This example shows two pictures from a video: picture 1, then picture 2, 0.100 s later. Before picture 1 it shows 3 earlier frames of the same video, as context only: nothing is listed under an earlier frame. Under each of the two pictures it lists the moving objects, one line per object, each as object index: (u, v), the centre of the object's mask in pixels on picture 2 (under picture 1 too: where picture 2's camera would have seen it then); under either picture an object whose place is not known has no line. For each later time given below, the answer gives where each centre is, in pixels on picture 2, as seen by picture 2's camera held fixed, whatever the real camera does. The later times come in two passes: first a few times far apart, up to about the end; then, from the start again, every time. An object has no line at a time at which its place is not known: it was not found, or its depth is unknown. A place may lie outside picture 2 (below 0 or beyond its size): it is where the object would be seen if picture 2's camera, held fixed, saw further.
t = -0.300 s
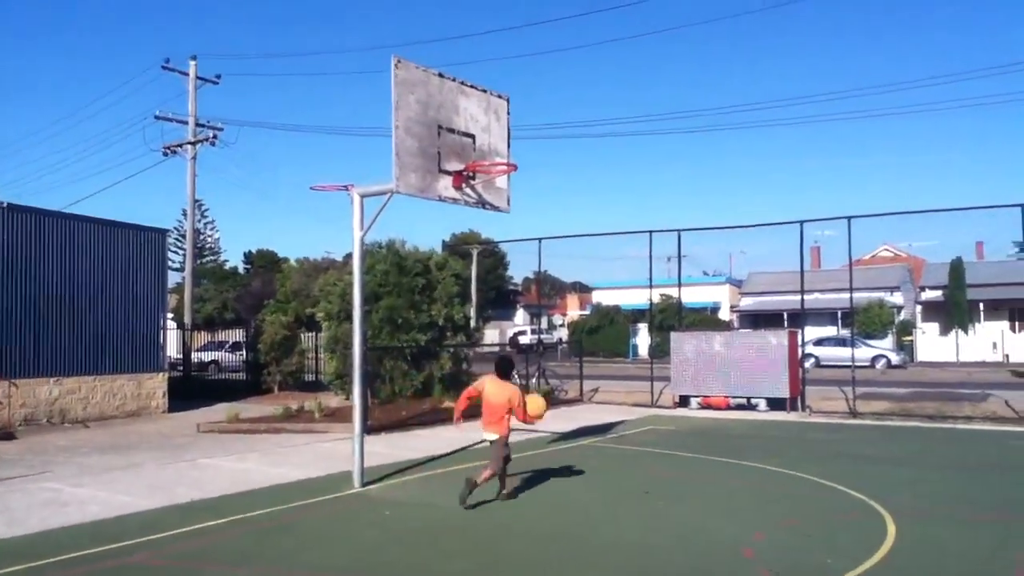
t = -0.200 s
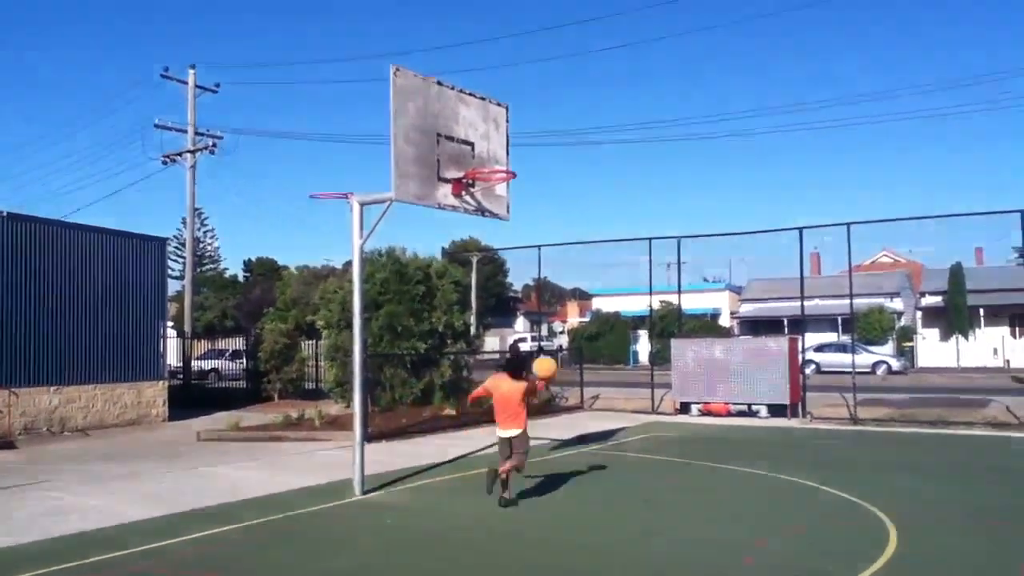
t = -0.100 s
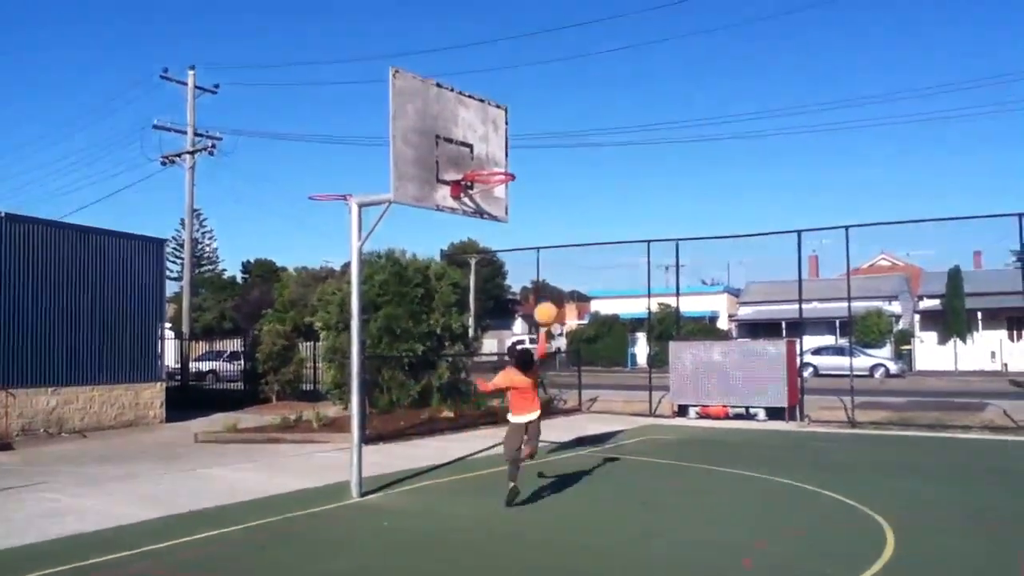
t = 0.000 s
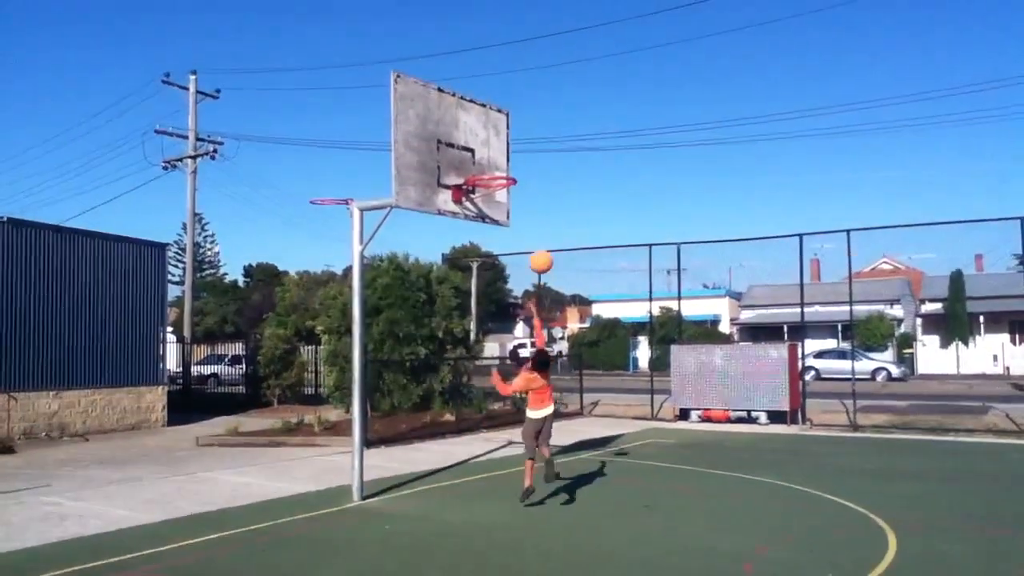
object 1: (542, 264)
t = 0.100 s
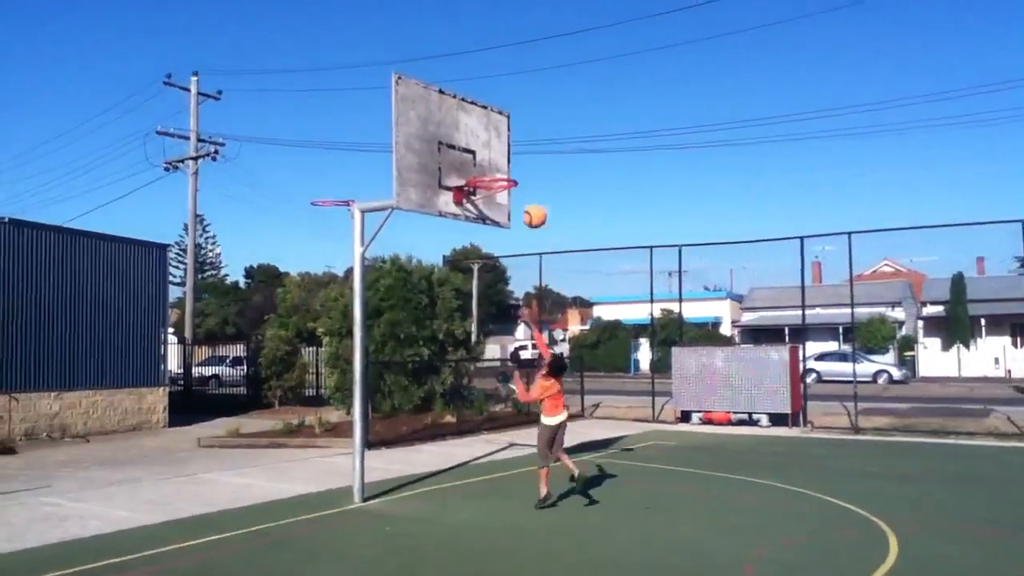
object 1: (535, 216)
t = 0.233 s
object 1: (524, 167)
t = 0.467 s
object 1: (508, 123)
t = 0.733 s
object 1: (491, 137)
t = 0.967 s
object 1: (490, 167)
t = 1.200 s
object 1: (538, 175)
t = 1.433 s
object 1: (586, 241)
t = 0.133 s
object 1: (532, 203)
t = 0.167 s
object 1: (529, 190)
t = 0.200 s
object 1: (527, 178)
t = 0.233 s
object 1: (524, 167)
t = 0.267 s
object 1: (522, 158)
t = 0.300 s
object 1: (520, 150)
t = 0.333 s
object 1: (518, 142)
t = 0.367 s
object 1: (516, 137)
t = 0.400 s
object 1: (514, 131)
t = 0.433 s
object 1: (510, 127)
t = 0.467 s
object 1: (508, 123)
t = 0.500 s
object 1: (506, 122)
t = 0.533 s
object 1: (504, 121)
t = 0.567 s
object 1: (502, 121)
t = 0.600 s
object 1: (499, 121)
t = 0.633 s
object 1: (497, 123)
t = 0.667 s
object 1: (495, 127)
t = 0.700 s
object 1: (493, 131)
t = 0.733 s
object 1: (491, 137)
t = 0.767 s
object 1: (489, 143)
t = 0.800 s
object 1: (485, 150)
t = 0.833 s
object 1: (483, 161)
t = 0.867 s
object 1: (482, 170)
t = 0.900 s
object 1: (479, 175)
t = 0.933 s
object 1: (484, 170)
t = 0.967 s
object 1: (490, 167)
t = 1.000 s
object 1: (496, 165)
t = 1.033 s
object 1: (503, 165)
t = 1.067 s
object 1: (509, 164)
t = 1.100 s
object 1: (516, 165)
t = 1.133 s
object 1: (524, 166)
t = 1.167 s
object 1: (530, 170)
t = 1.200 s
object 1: (538, 175)
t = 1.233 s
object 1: (544, 181)
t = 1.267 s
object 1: (551, 187)
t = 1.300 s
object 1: (558, 195)
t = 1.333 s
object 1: (565, 205)
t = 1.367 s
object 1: (573, 216)
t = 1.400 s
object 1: (580, 228)
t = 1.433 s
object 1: (586, 241)
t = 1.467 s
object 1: (594, 256)
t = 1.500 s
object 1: (601, 271)
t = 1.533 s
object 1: (608, 288)
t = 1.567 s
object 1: (614, 306)
